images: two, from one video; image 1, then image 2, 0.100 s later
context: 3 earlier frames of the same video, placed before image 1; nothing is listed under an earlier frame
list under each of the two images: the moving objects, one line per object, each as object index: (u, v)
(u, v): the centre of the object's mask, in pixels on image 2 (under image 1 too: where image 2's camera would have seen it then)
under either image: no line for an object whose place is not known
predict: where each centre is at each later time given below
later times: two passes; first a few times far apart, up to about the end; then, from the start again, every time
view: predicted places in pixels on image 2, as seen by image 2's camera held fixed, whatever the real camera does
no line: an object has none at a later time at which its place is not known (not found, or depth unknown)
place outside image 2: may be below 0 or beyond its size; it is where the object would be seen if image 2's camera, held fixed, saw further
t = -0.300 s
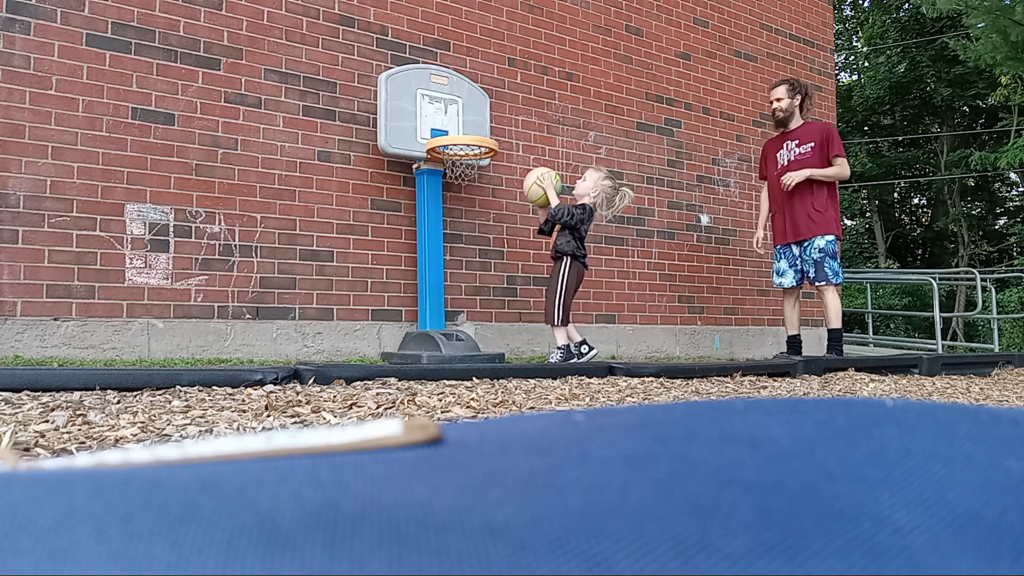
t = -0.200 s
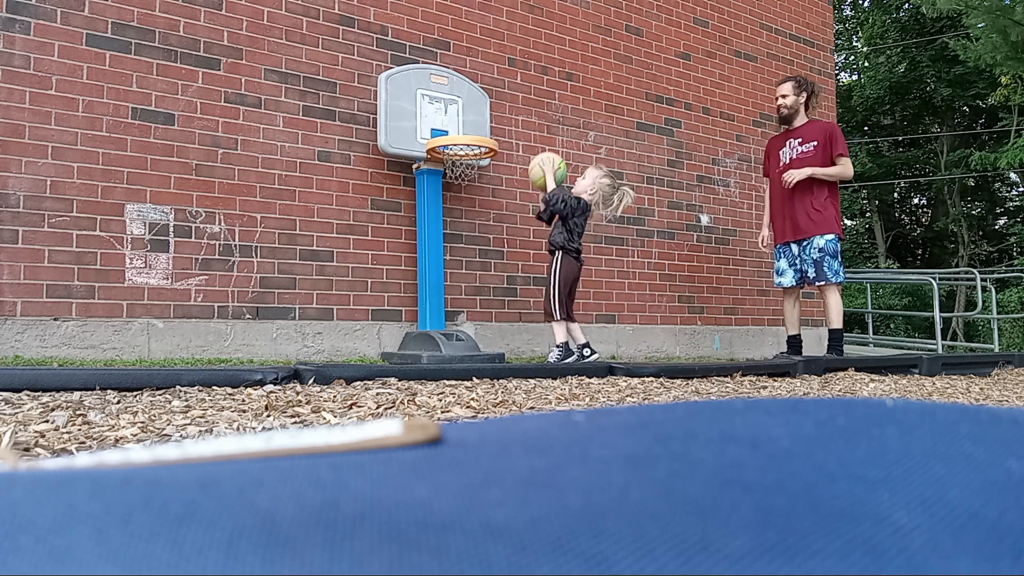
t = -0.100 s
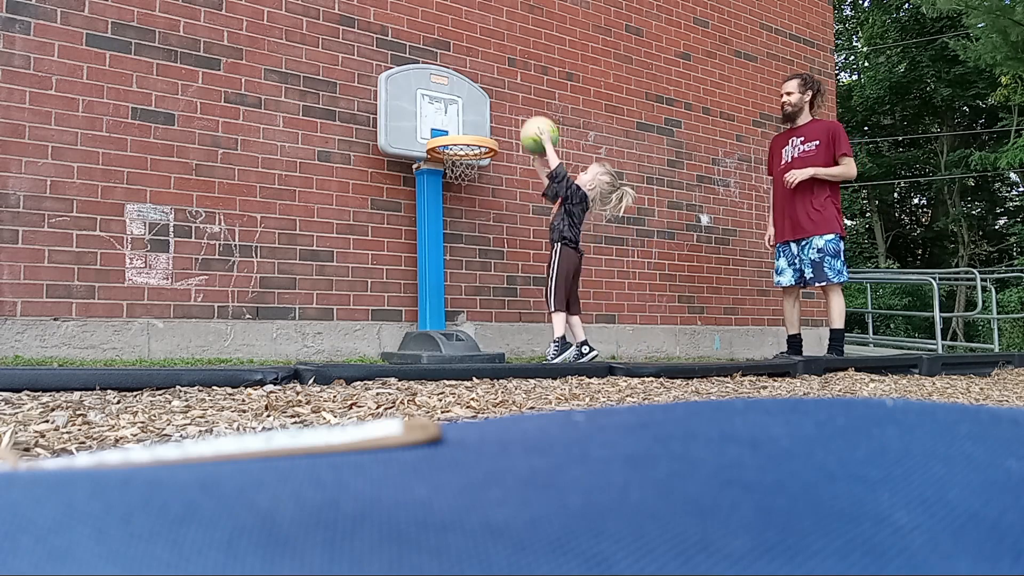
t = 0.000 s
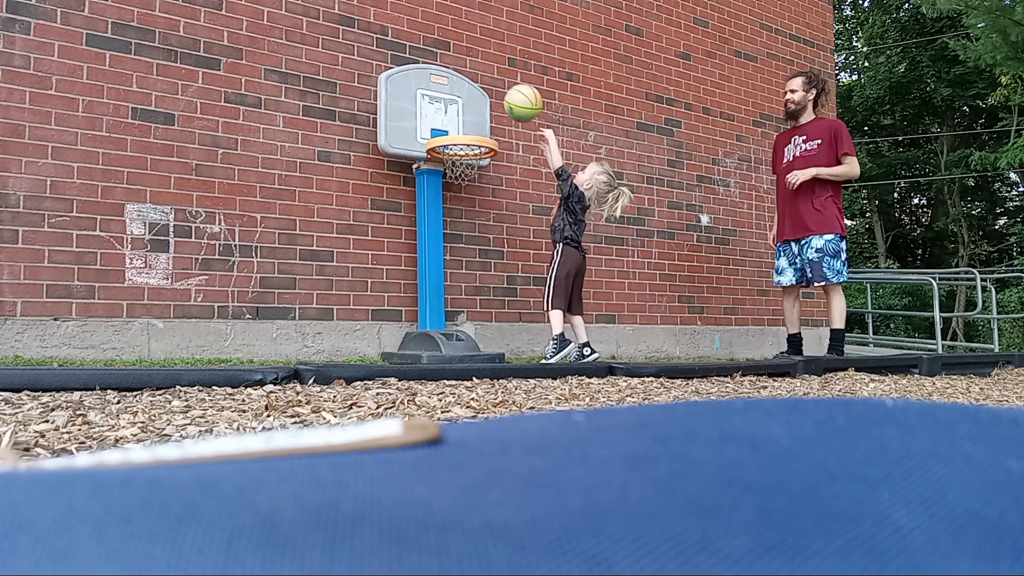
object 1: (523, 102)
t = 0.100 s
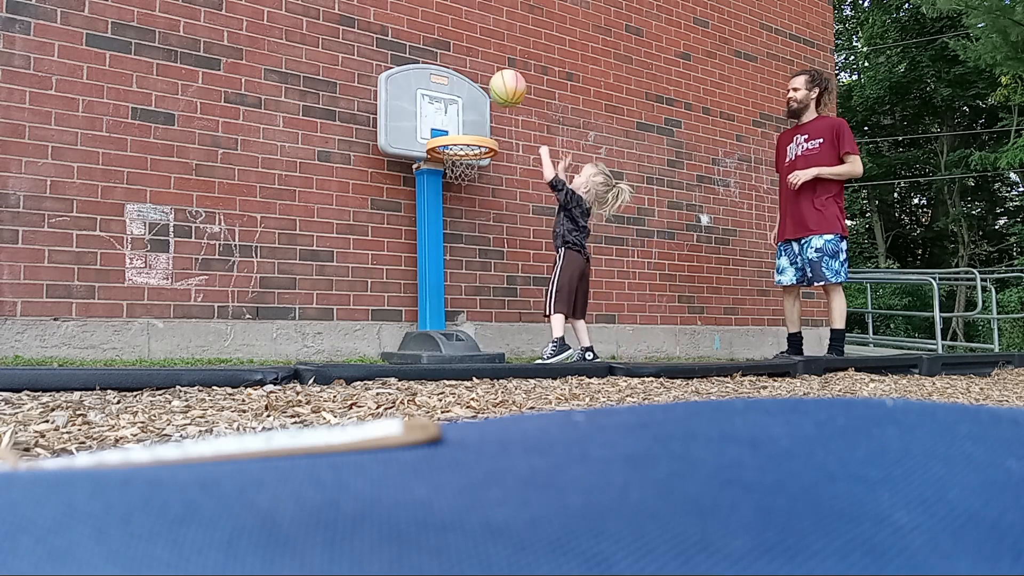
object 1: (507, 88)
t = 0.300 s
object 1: (478, 111)
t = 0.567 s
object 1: (445, 237)
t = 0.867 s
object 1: (438, 252)
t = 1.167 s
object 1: (442, 276)
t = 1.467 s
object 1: (490, 347)
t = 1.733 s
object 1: (573, 356)
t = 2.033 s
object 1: (900, 307)
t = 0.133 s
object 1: (503, 86)
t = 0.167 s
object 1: (497, 87)
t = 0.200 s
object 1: (492, 90)
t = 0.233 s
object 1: (487, 95)
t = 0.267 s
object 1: (483, 102)
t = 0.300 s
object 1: (478, 111)
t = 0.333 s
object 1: (473, 120)
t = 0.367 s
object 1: (468, 131)
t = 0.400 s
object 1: (462, 156)
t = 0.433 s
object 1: (458, 164)
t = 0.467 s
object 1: (455, 179)
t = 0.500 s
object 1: (451, 196)
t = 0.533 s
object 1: (448, 216)
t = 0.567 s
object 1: (445, 237)
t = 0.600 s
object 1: (442, 260)
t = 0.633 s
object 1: (438, 285)
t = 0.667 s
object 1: (435, 312)
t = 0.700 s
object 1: (435, 313)
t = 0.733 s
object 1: (435, 298)
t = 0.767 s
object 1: (436, 284)
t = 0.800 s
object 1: (436, 272)
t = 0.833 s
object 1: (437, 261)
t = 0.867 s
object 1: (438, 252)
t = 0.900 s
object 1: (438, 244)
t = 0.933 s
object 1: (439, 240)
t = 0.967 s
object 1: (440, 237)
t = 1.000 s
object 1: (440, 236)
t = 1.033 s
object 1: (440, 239)
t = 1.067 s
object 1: (441, 243)
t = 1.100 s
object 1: (441, 251)
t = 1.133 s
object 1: (441, 262)
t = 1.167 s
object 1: (442, 276)
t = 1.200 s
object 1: (442, 295)
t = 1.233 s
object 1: (442, 320)
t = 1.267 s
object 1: (444, 343)
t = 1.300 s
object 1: (452, 345)
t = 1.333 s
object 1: (461, 351)
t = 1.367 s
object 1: (469, 356)
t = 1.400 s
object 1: (475, 351)
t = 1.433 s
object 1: (482, 347)
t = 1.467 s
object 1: (490, 347)
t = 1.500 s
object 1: (499, 353)
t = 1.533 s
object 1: (506, 351)
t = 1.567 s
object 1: (512, 348)
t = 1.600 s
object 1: (519, 349)
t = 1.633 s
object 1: (527, 354)
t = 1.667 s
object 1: (538, 358)
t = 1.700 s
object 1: (554, 357)
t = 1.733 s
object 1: (573, 356)
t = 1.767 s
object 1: (594, 348)
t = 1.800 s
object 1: (615, 344)
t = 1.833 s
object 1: (640, 344)
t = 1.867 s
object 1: (669, 348)
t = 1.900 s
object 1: (705, 356)
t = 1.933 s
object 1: (749, 353)
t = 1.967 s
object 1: (799, 335)
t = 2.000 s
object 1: (860, 321)
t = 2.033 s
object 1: (900, 307)
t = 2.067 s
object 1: (933, 305)
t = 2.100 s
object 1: (973, 325)
